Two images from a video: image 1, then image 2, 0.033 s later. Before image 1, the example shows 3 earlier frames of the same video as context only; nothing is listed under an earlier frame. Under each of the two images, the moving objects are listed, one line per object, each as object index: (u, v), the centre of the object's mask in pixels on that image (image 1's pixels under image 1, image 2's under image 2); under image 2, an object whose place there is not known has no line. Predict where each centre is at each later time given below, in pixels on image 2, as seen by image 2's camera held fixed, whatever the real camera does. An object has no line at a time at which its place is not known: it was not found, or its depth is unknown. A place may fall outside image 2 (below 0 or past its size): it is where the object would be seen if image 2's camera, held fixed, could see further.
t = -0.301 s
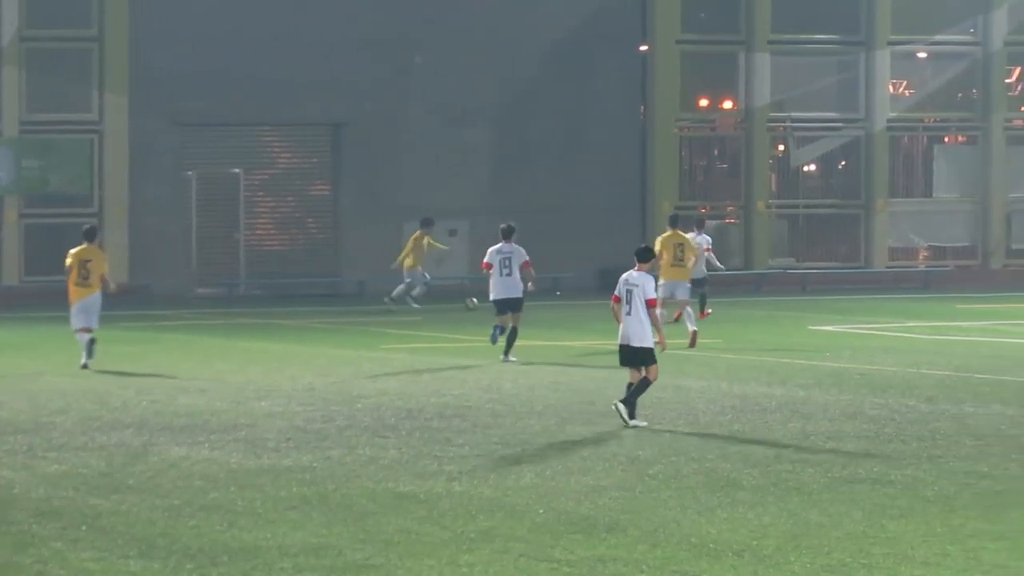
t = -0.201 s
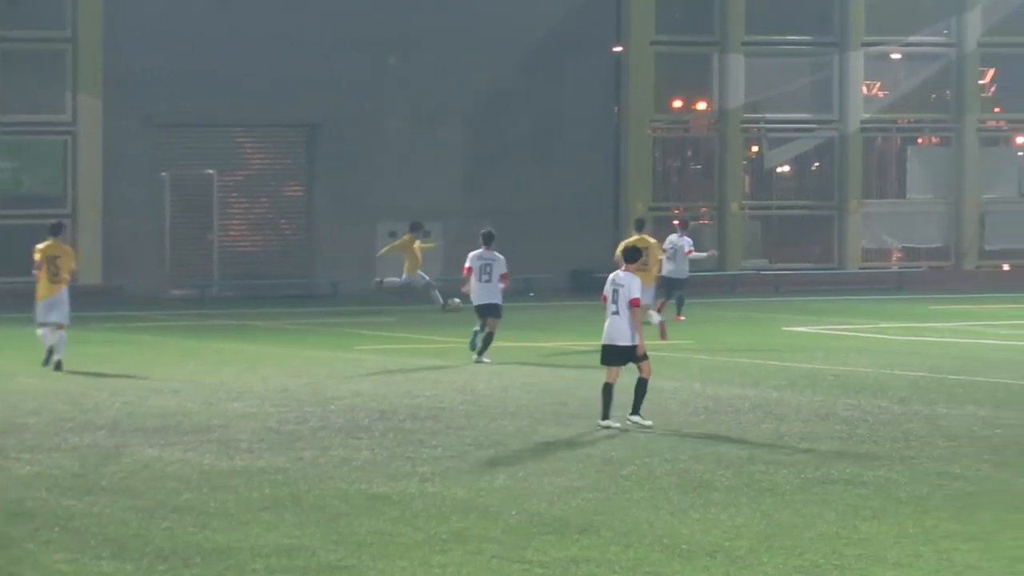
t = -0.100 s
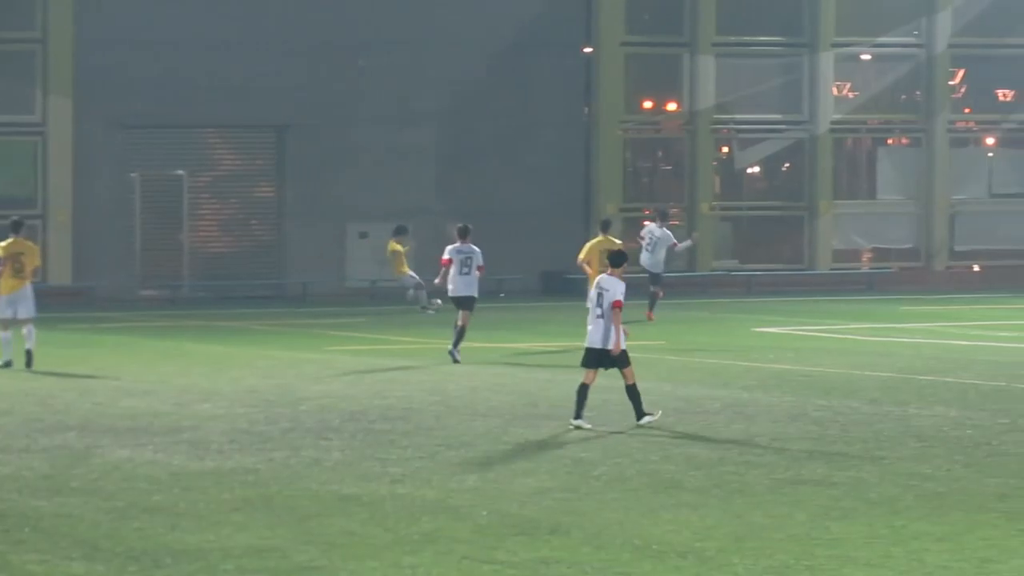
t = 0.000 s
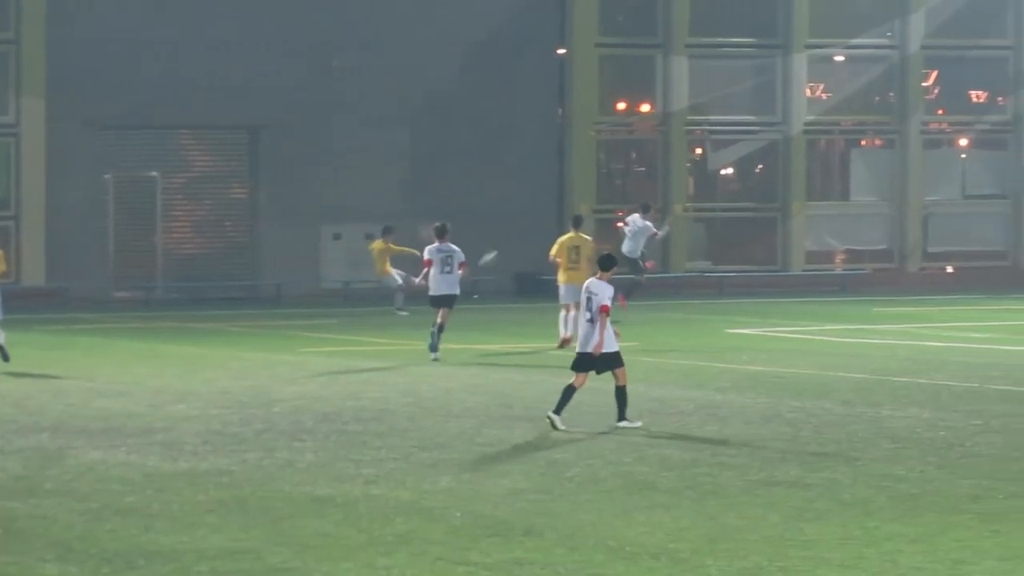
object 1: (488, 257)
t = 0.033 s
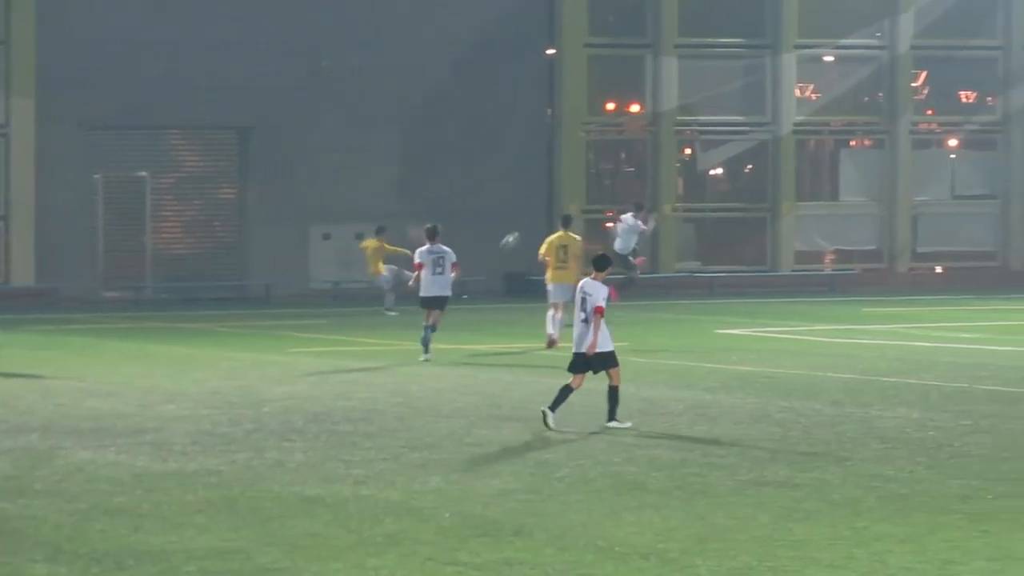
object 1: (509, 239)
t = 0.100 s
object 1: (571, 202)
